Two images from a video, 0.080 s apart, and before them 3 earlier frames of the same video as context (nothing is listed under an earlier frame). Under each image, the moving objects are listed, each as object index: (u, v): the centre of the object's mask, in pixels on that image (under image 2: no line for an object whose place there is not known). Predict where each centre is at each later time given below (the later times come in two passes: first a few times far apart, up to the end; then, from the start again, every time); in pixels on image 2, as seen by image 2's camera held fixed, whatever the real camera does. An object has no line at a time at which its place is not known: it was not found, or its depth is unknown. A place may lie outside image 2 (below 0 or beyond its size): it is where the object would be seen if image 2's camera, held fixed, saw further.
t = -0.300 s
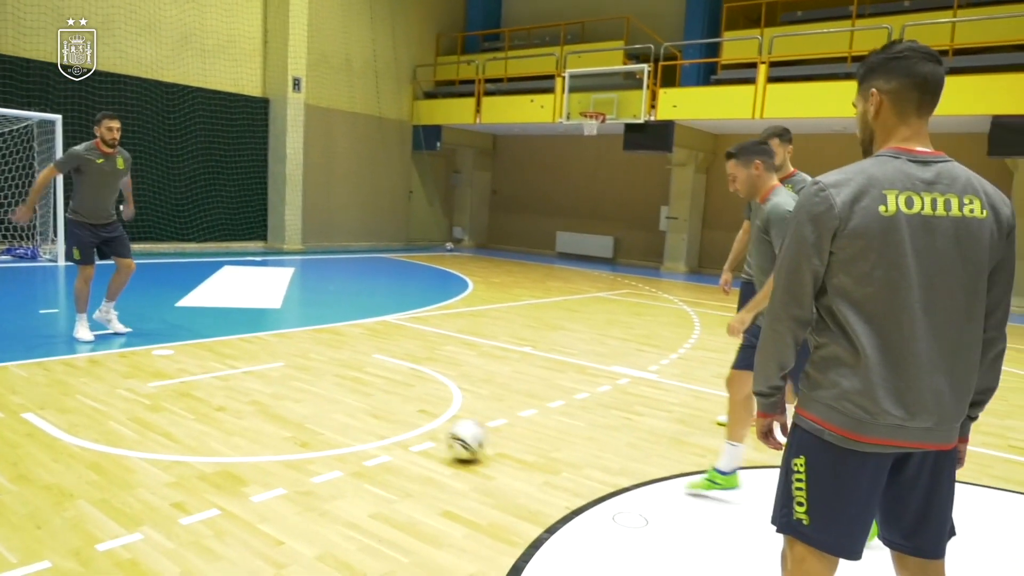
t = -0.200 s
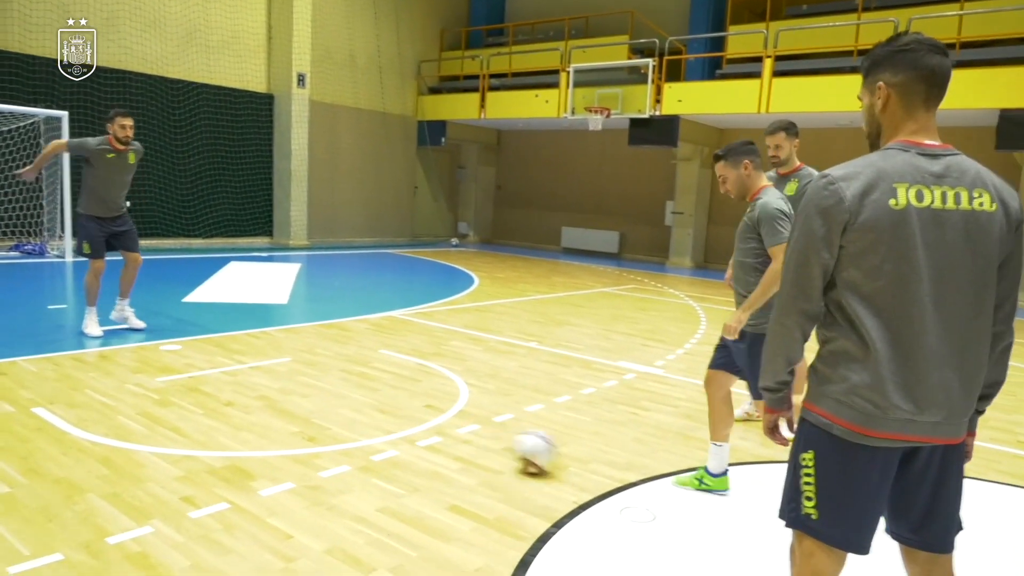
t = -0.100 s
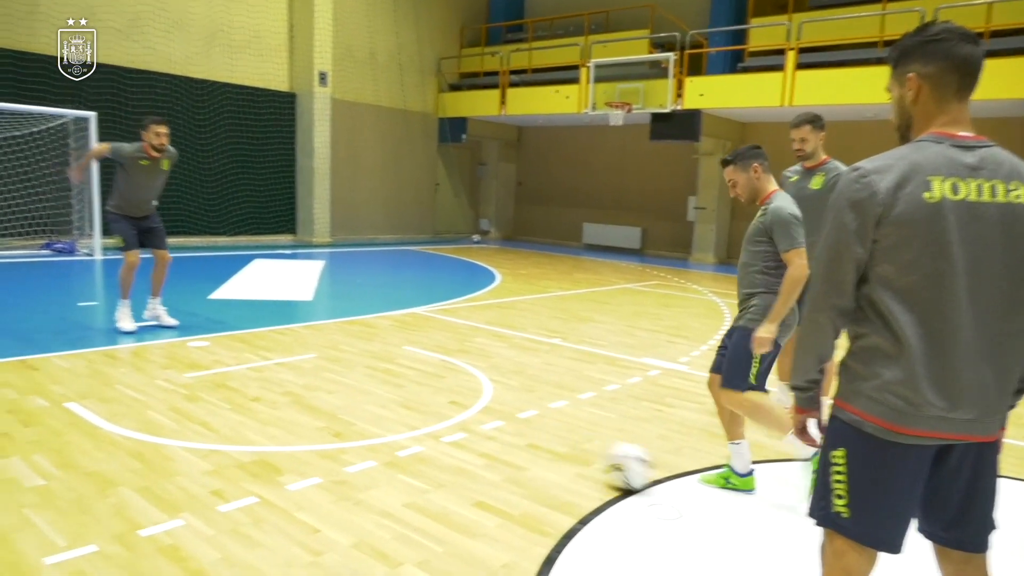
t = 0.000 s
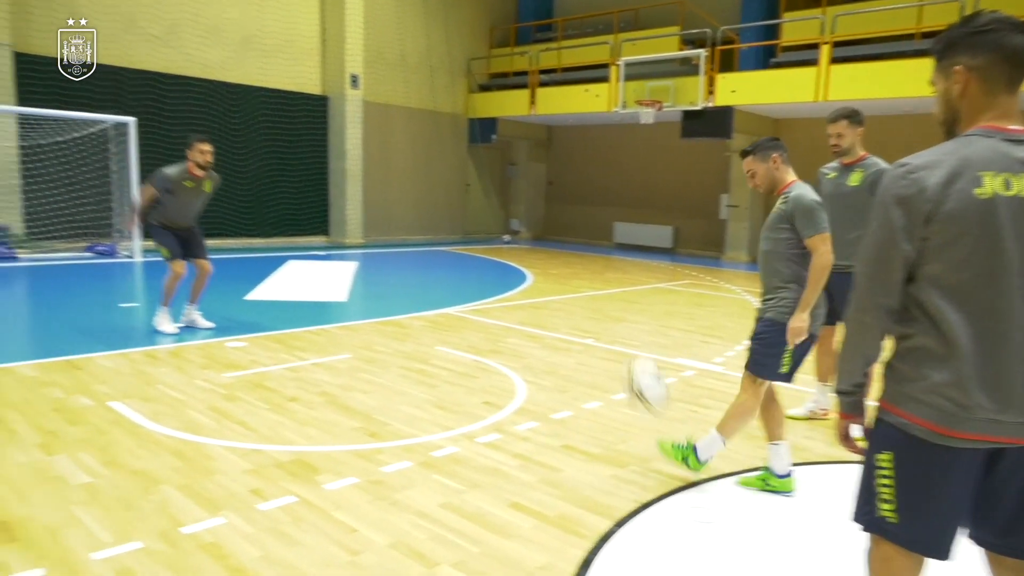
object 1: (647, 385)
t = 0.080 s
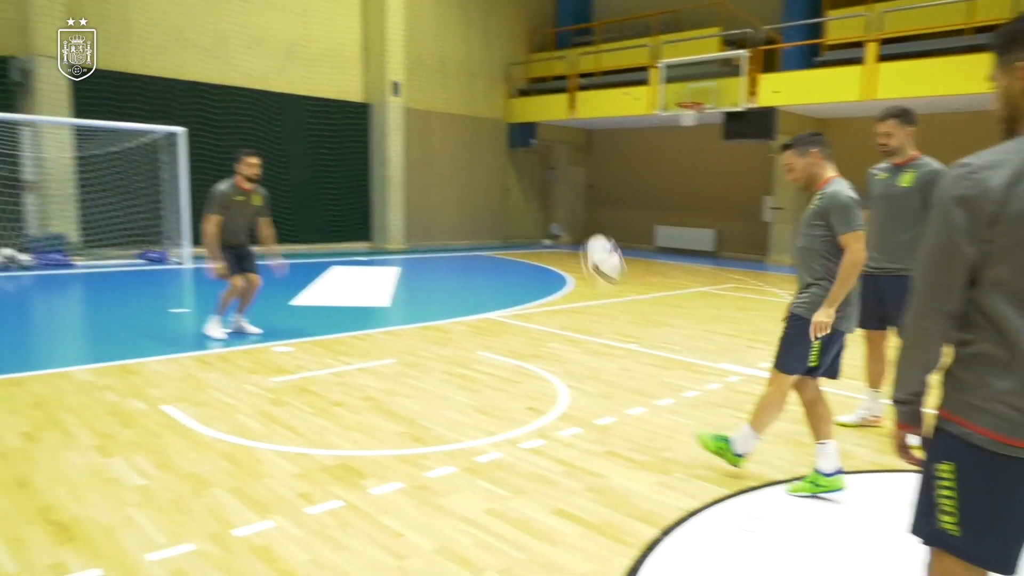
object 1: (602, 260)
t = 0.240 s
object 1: (472, 90)
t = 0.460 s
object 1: (349, -23)
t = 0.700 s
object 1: (261, -45)
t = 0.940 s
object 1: (202, -4)
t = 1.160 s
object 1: (164, 67)
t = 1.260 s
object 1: (149, 106)
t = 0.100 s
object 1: (584, 236)
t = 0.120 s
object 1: (565, 212)
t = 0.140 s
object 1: (548, 188)
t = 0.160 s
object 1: (530, 165)
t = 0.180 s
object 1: (516, 144)
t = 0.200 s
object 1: (501, 125)
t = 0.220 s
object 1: (487, 107)
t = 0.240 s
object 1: (472, 90)
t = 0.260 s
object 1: (458, 75)
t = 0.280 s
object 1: (445, 61)
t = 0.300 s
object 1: (434, 47)
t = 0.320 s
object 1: (423, 35)
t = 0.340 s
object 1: (411, 25)
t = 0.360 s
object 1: (398, 14)
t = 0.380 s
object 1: (388, 5)
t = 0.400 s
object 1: (378, -3)
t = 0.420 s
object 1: (368, -11)
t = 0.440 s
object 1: (359, -18)
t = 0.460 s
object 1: (349, -23)
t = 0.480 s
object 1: (339, -29)
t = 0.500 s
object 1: (330, -33)
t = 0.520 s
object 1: (322, -38)
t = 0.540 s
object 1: (314, -41)
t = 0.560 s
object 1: (306, -43)
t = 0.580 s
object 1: (298, -45)
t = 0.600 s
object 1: (291, -46)
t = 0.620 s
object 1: (285, -47)
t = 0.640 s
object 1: (278, -48)
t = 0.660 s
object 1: (272, -47)
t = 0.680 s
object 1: (267, -46)
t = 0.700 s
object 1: (261, -45)
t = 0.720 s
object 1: (254, -43)
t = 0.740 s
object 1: (249, -41)
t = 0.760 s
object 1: (244, -39)
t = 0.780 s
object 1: (239, -37)
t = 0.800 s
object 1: (233, -34)
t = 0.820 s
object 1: (229, -30)
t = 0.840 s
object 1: (224, -26)
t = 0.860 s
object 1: (220, -23)
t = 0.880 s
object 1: (215, -18)
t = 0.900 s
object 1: (210, -14)
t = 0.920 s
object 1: (207, -8)
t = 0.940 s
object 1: (202, -4)
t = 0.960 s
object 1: (198, 2)
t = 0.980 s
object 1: (194, 8)
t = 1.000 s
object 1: (191, 13)
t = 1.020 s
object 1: (187, 19)
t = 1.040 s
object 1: (183, 25)
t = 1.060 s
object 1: (180, 32)
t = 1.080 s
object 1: (177, 39)
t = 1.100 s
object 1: (173, 45)
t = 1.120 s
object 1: (170, 52)
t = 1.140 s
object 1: (167, 59)
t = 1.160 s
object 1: (164, 67)
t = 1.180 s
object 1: (161, 75)
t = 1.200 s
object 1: (158, 83)
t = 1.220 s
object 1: (155, 90)
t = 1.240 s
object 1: (152, 98)
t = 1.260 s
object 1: (149, 106)
